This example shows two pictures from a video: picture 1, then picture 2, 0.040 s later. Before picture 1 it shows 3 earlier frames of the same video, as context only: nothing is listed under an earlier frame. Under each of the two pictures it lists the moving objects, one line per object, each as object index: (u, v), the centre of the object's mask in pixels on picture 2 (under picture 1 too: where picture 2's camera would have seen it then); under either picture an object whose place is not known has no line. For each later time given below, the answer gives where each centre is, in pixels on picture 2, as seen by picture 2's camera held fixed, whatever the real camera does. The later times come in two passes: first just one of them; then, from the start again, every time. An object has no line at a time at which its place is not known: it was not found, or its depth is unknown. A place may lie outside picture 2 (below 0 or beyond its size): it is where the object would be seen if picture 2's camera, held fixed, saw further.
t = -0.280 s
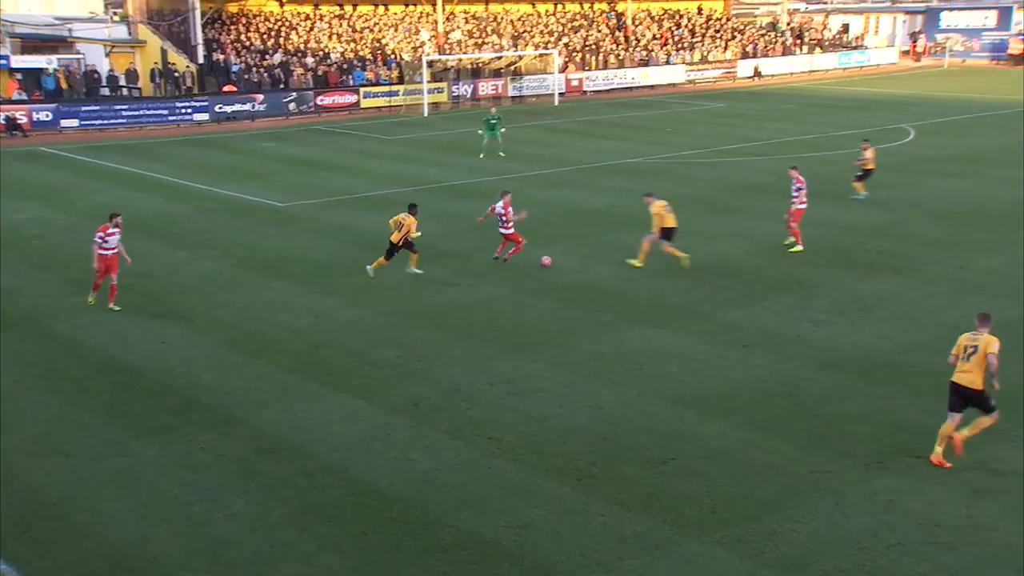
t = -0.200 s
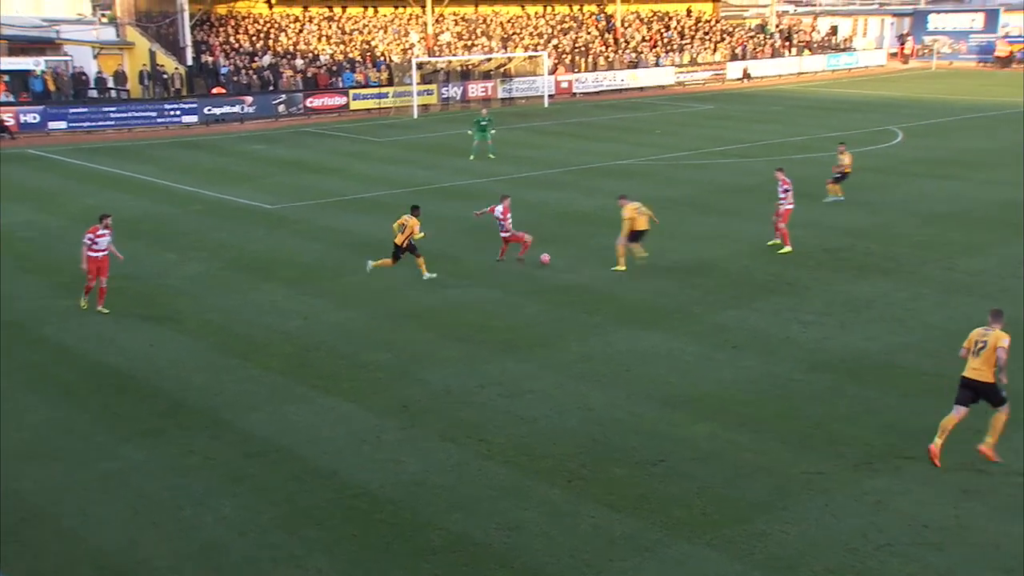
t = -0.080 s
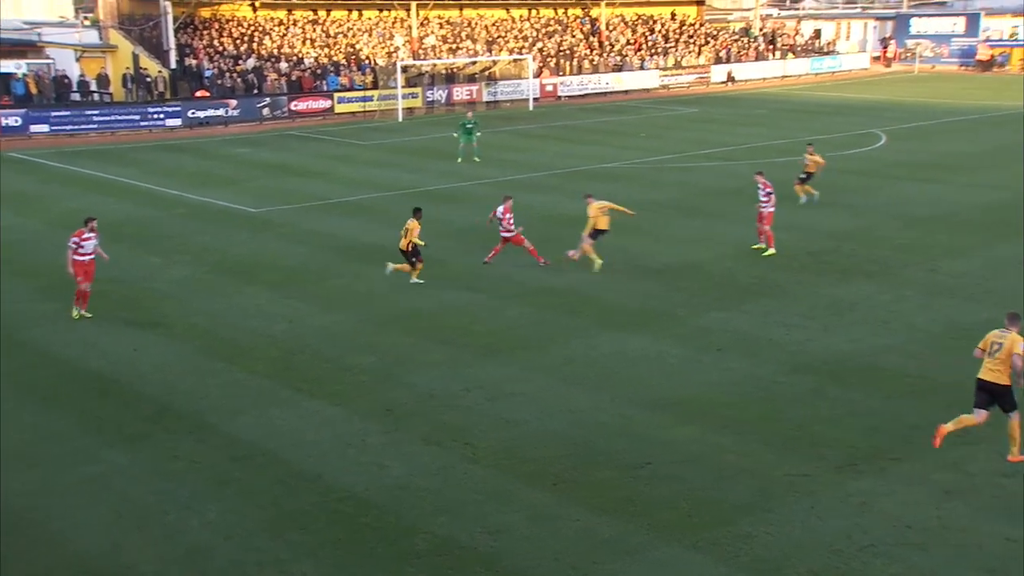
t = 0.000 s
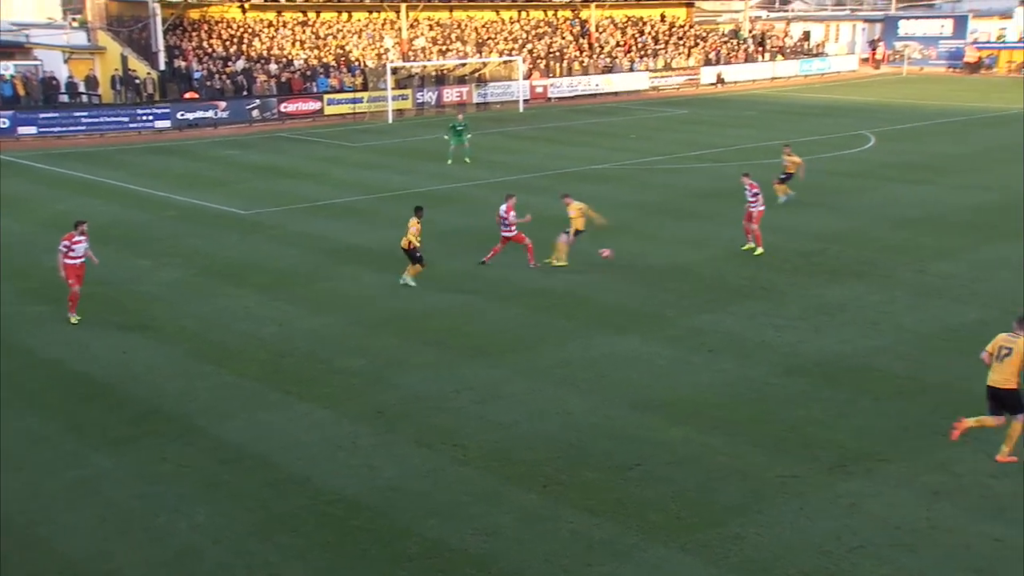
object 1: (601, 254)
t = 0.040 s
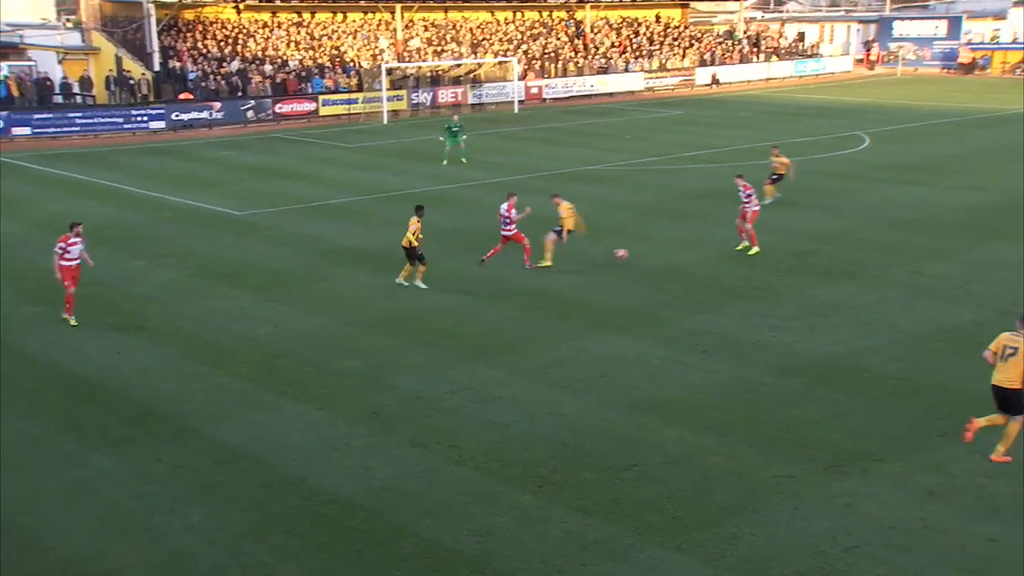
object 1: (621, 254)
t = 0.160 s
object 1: (680, 257)
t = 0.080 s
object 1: (641, 253)
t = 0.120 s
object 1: (661, 255)
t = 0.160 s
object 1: (680, 257)
